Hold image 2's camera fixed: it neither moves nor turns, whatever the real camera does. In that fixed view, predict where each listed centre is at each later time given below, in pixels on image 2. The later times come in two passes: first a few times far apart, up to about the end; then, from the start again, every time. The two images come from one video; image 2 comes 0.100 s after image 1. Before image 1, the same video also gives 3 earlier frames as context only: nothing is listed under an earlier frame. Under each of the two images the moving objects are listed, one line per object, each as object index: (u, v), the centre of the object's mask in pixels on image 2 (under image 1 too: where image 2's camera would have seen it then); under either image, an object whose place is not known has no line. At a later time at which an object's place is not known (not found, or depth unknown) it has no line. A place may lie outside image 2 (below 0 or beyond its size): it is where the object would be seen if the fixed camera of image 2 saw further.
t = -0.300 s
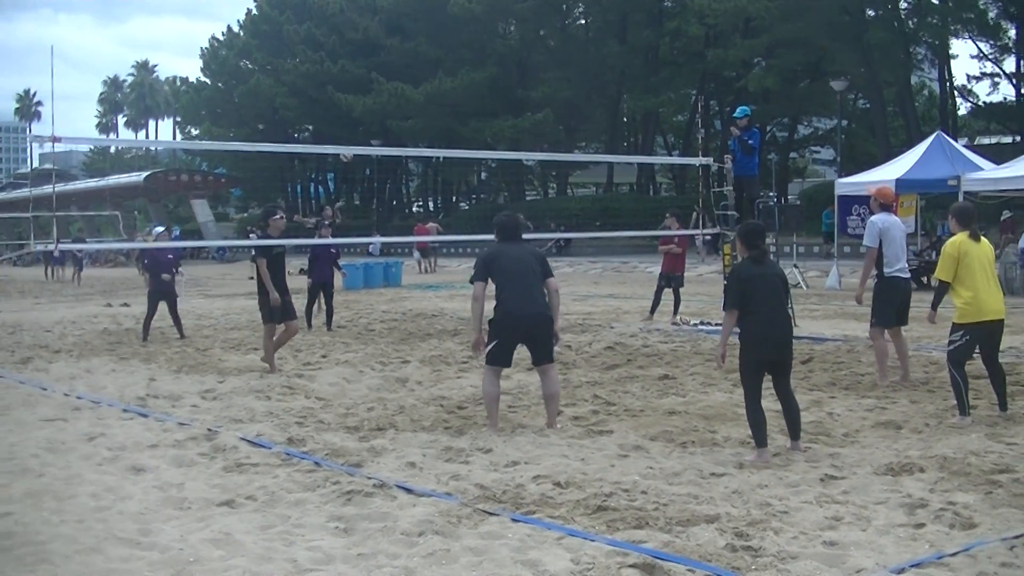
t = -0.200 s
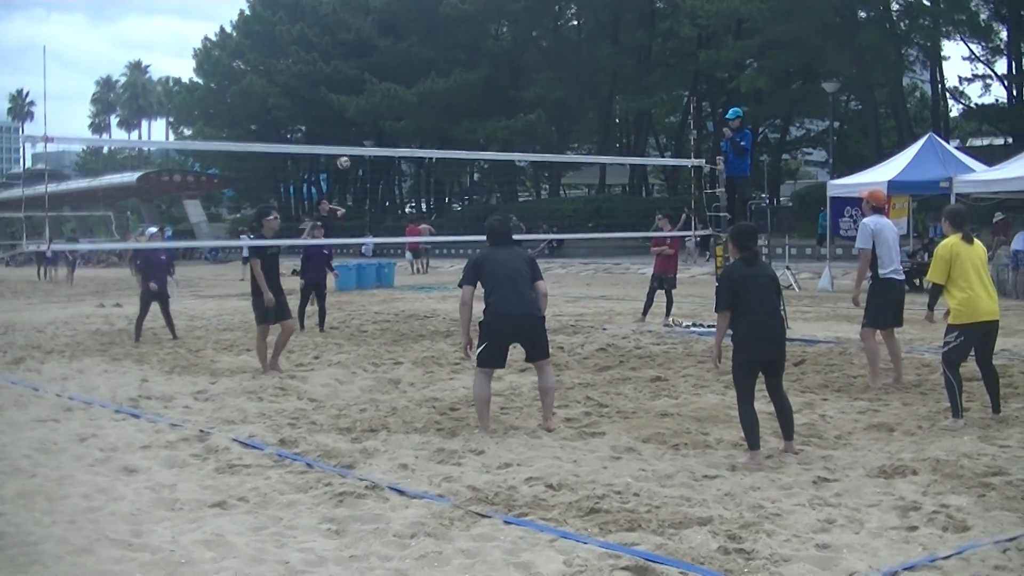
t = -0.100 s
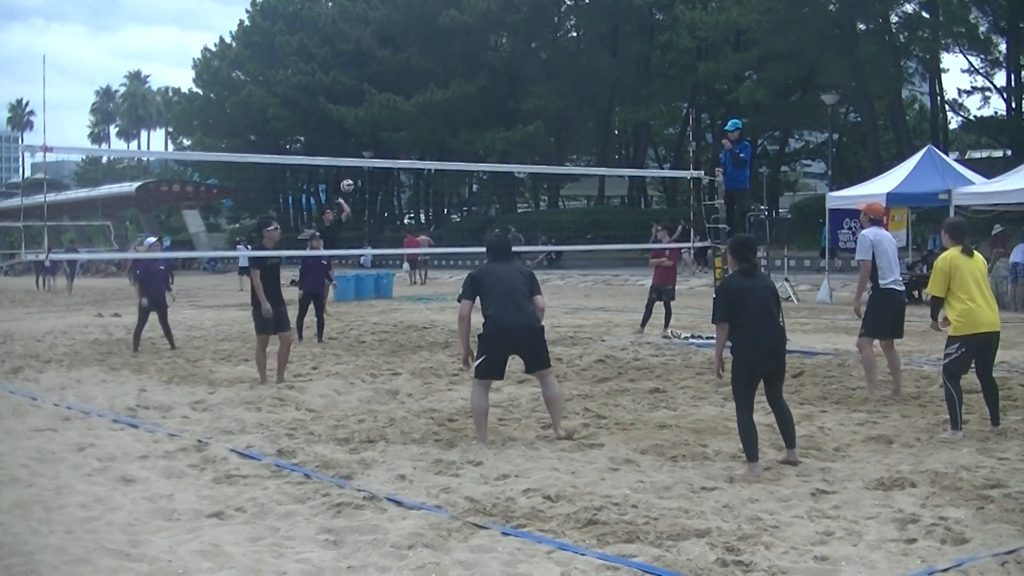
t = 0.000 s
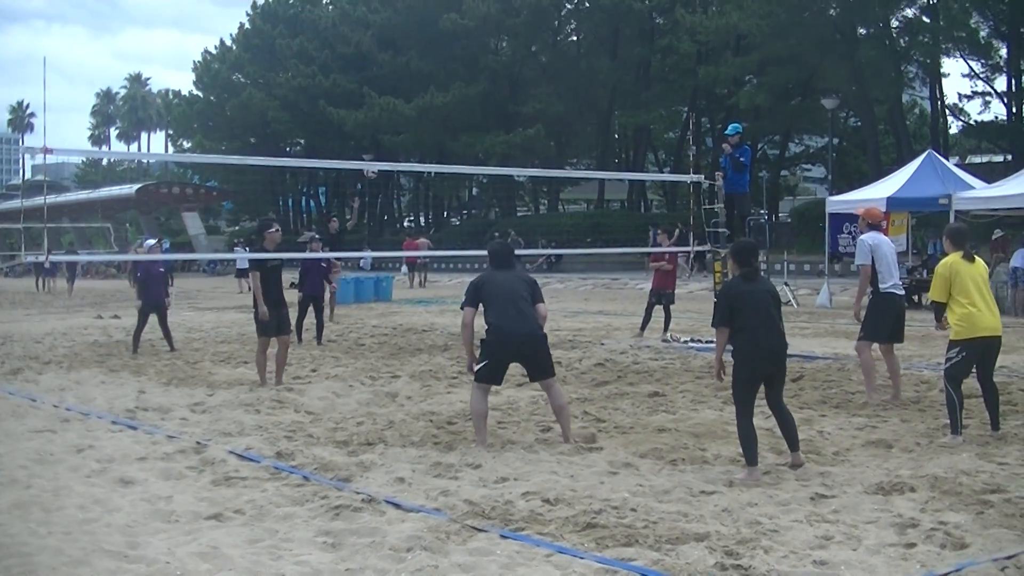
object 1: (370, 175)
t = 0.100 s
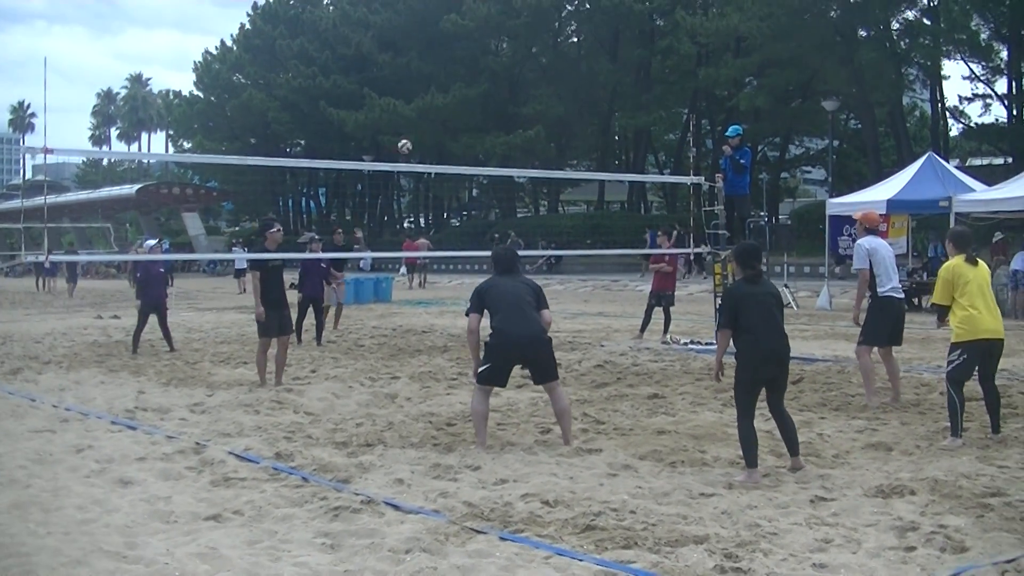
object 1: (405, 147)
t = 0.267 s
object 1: (468, 110)
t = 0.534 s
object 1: (583, 74)
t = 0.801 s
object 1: (726, 93)
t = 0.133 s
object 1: (416, 139)
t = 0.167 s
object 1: (429, 131)
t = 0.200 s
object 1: (441, 123)
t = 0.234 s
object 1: (454, 116)
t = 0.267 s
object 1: (468, 110)
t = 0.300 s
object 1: (481, 103)
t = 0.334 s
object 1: (495, 97)
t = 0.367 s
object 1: (509, 92)
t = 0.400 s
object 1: (524, 87)
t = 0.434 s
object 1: (538, 83)
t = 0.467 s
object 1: (553, 79)
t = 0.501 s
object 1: (567, 76)
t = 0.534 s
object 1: (583, 74)
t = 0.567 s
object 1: (598, 73)
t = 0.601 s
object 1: (615, 73)
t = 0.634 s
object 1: (632, 73)
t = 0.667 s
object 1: (650, 75)
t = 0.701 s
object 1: (668, 78)
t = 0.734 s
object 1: (687, 82)
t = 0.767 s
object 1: (706, 87)
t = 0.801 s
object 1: (726, 93)
